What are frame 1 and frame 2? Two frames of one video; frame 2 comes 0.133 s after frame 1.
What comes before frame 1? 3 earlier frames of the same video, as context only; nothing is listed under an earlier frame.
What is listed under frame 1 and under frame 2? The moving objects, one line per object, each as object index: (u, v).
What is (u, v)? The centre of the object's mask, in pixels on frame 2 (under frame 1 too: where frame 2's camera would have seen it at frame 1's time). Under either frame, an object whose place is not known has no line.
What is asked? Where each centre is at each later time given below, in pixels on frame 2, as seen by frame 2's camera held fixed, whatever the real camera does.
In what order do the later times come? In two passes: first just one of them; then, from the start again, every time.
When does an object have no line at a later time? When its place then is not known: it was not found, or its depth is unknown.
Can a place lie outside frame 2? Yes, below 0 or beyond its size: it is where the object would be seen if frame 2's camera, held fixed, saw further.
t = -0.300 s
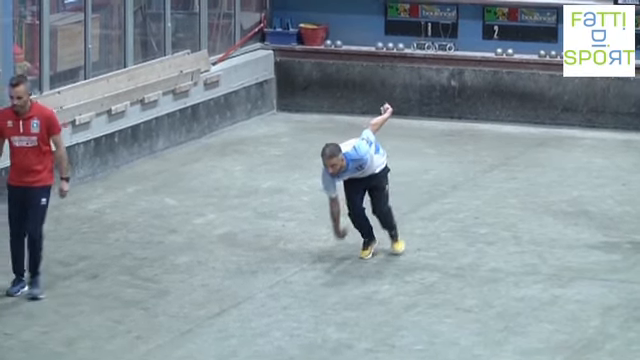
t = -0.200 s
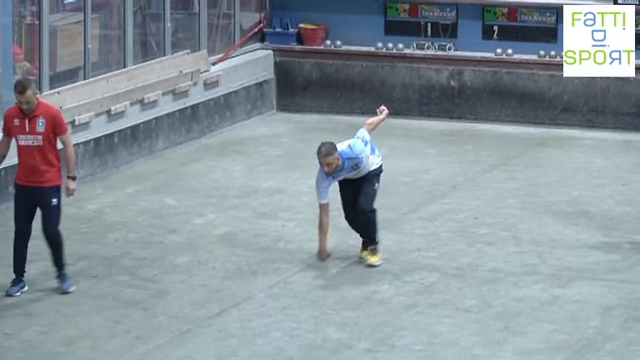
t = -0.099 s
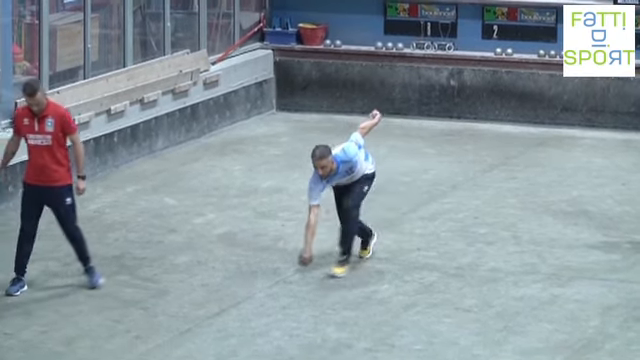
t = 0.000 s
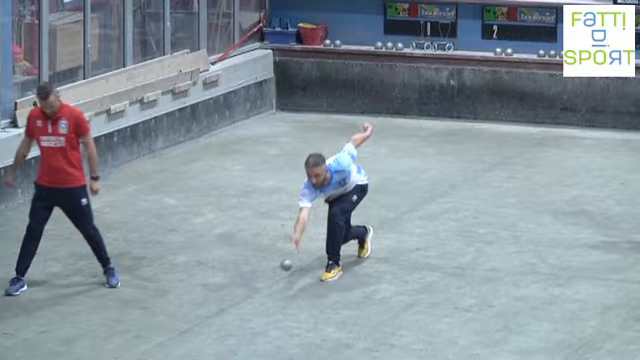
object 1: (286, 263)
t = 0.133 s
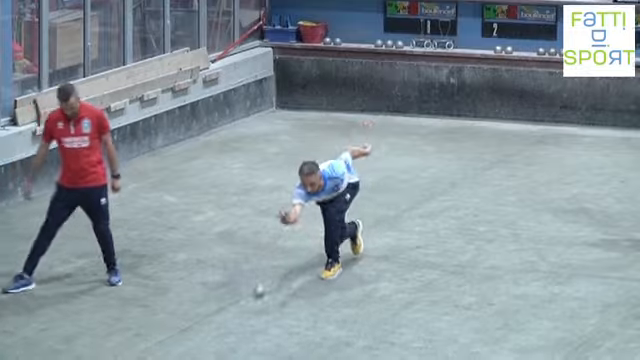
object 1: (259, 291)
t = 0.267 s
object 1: (232, 324)
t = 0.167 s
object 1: (251, 305)
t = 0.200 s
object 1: (246, 313)
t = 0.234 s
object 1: (239, 319)
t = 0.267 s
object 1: (232, 324)
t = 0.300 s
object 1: (229, 326)
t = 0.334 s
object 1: (223, 330)
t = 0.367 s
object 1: (216, 335)
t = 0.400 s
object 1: (214, 338)
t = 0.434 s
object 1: (208, 342)
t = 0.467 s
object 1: (203, 346)
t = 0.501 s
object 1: (200, 349)
